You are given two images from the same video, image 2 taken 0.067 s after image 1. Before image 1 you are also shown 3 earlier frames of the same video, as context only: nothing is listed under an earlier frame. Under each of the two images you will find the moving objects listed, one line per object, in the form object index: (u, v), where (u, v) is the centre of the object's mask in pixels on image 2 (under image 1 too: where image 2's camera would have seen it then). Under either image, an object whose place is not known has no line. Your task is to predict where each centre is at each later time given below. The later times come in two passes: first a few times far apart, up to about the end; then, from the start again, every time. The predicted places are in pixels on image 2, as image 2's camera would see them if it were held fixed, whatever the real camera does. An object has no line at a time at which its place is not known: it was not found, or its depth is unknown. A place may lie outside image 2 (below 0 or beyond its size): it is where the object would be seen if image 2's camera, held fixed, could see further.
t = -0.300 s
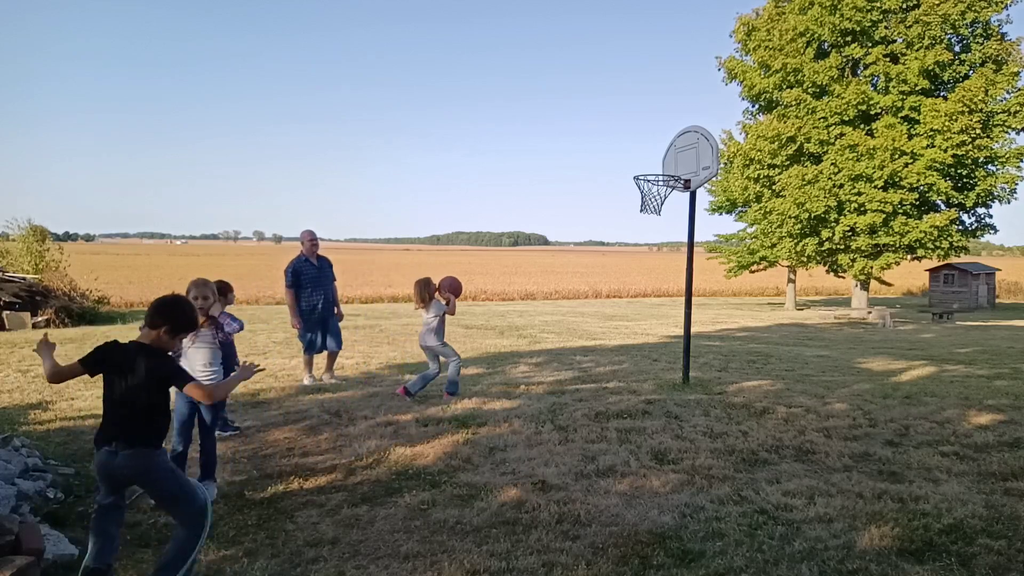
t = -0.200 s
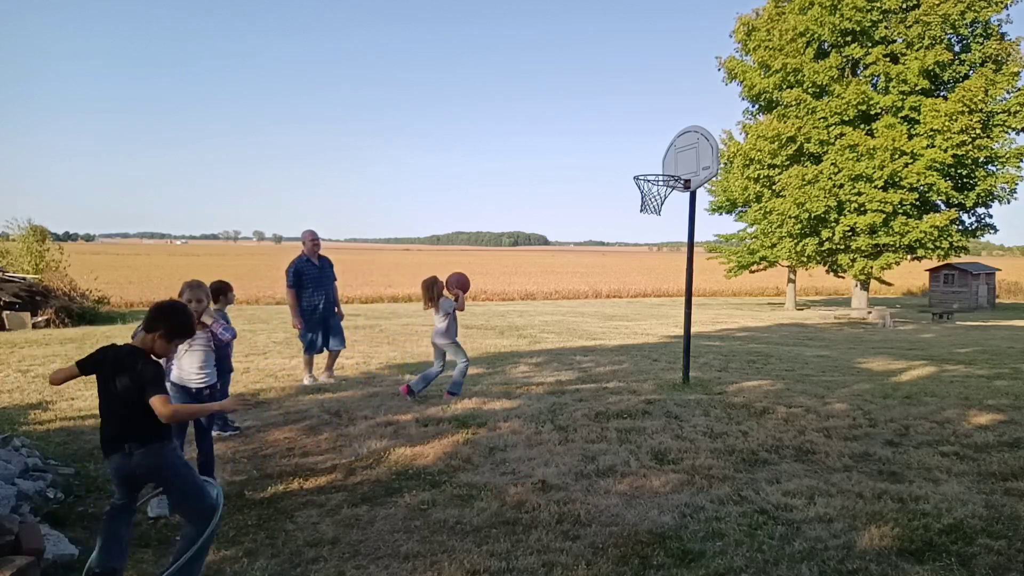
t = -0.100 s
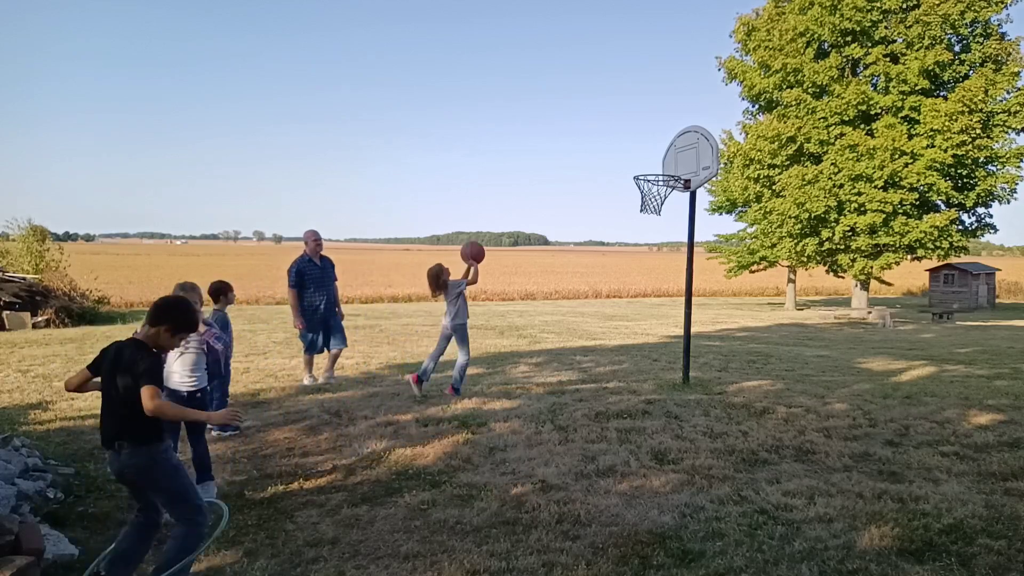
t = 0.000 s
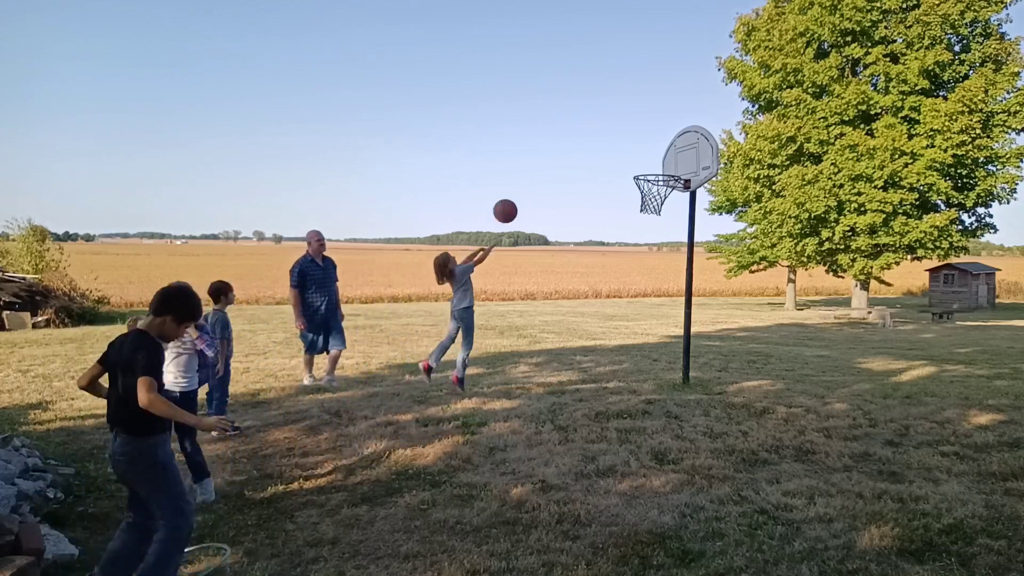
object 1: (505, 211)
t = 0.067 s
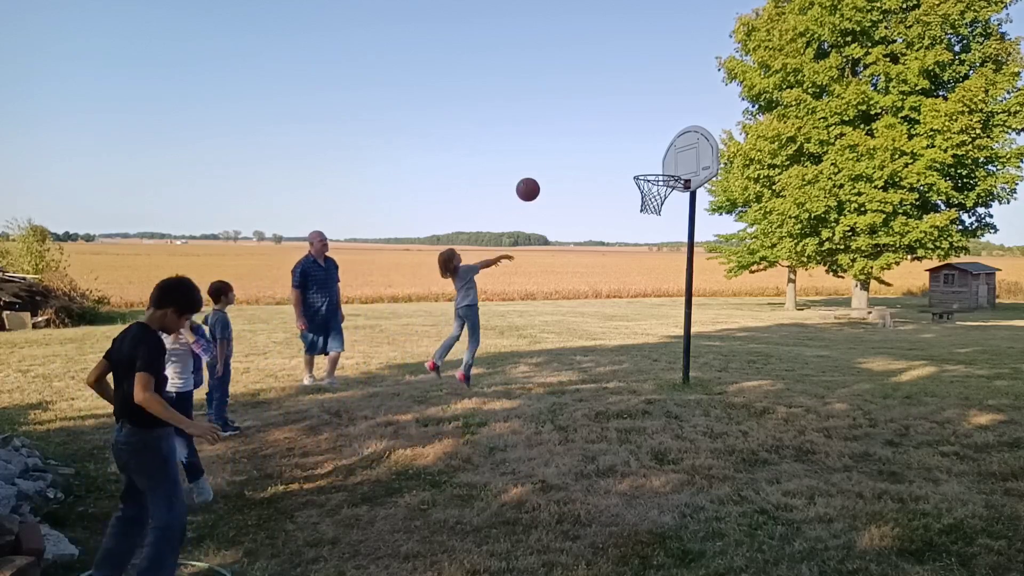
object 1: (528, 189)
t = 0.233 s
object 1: (581, 156)
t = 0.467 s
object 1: (649, 157)
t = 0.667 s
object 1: (654, 164)
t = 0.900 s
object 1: (634, 175)
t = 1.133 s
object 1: (614, 232)
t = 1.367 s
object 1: (593, 331)
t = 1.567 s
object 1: (576, 339)
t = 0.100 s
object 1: (539, 180)
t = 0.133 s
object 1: (550, 173)
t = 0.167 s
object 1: (560, 166)
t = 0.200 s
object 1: (571, 161)
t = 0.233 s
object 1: (581, 156)
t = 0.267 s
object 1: (592, 153)
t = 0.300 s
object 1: (602, 151)
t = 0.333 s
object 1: (612, 150)
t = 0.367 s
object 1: (621, 150)
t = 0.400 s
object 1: (631, 151)
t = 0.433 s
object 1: (640, 154)
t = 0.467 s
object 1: (649, 157)
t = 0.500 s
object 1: (659, 161)
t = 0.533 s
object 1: (668, 166)
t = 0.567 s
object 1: (663, 170)
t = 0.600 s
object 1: (659, 170)
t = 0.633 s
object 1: (656, 167)
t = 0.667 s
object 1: (654, 164)
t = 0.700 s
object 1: (651, 163)
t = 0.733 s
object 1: (648, 162)
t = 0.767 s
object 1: (645, 163)
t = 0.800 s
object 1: (642, 164)
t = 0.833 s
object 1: (639, 167)
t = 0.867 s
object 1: (637, 170)
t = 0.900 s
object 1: (634, 175)
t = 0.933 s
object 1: (631, 181)
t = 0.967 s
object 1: (628, 187)
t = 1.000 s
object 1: (625, 194)
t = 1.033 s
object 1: (622, 202)
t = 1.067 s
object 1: (620, 212)
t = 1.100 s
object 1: (617, 221)
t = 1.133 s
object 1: (614, 232)
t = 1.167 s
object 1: (611, 244)
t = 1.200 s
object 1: (608, 256)
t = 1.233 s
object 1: (605, 270)
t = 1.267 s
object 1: (602, 284)
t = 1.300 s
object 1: (599, 299)
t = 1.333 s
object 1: (596, 314)
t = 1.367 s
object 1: (593, 331)
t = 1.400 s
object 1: (590, 348)
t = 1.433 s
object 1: (588, 367)
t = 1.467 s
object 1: (585, 369)
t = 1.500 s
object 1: (582, 359)
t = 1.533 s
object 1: (580, 348)
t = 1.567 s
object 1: (576, 339)
